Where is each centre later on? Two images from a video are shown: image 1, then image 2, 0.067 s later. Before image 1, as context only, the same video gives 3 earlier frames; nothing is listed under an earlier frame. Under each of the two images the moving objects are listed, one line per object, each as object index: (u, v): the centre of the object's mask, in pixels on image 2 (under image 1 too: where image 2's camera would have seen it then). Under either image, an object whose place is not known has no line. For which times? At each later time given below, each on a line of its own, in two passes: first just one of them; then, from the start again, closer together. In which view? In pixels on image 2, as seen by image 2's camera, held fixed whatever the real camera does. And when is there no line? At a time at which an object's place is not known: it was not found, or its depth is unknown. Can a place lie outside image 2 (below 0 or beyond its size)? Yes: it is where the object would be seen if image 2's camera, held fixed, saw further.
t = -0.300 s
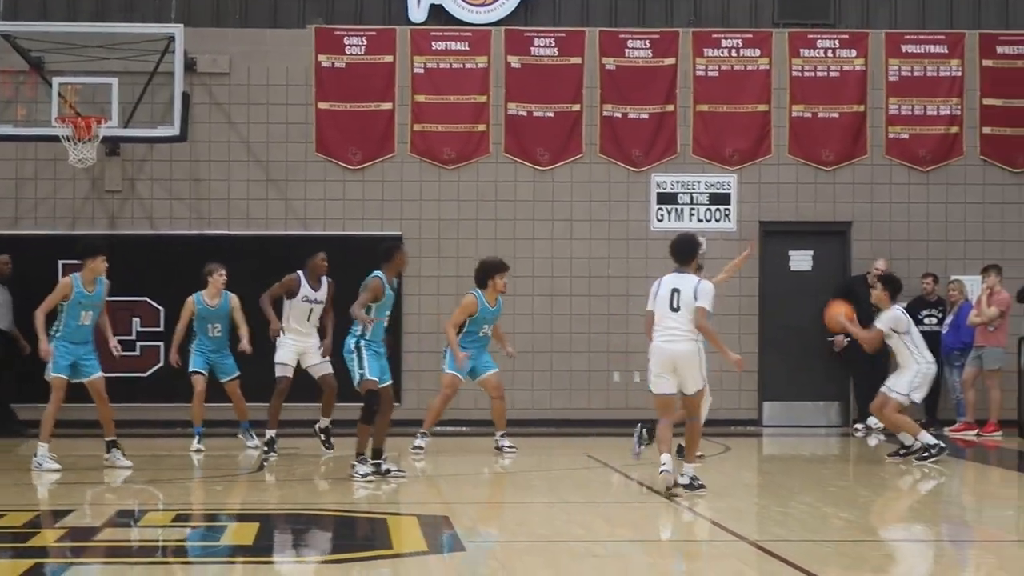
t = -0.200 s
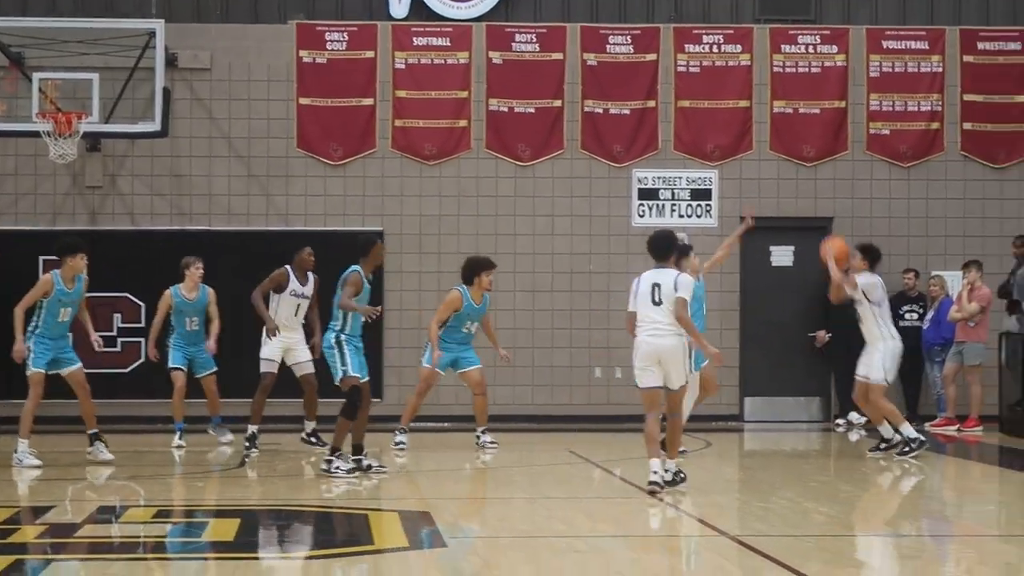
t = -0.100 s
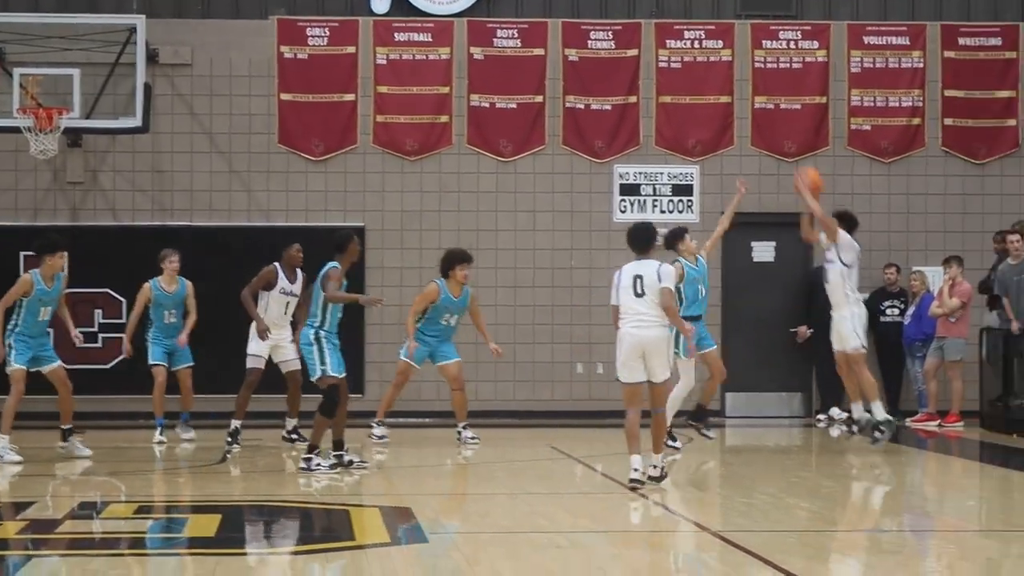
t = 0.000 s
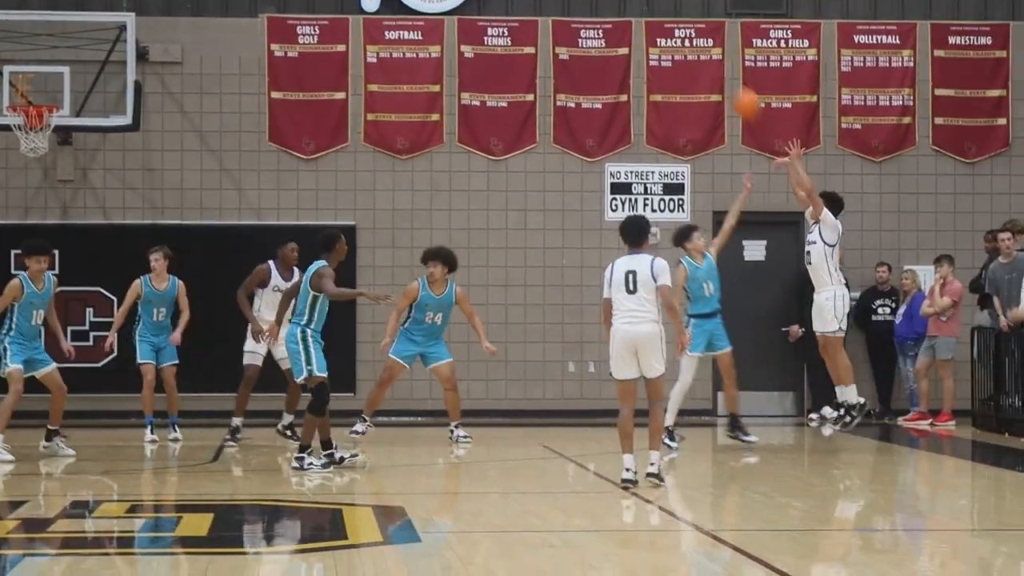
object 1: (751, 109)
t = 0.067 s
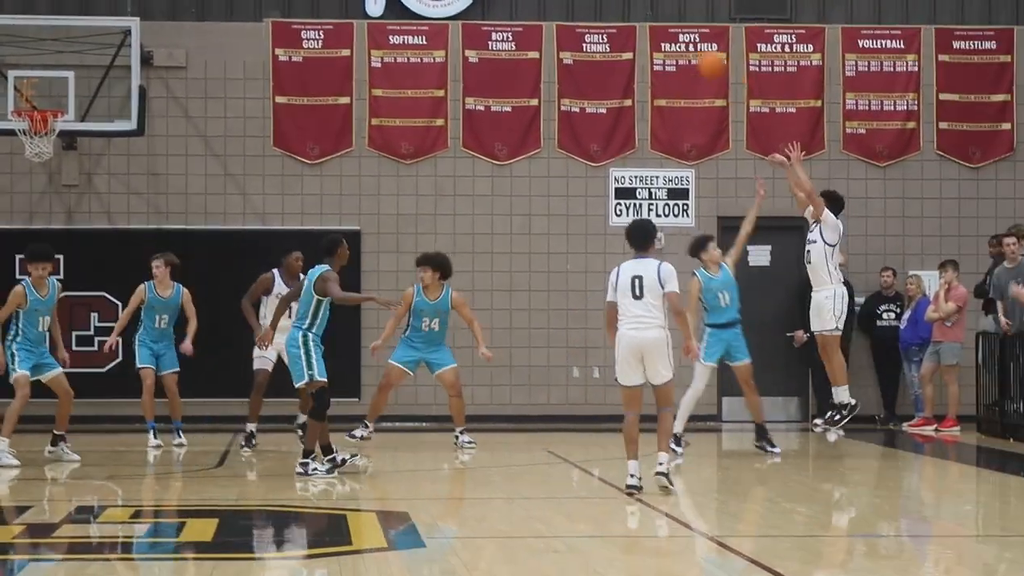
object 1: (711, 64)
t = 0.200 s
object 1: (631, -11)
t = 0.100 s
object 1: (691, 43)
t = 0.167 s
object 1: (651, 5)
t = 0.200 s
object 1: (631, -11)
